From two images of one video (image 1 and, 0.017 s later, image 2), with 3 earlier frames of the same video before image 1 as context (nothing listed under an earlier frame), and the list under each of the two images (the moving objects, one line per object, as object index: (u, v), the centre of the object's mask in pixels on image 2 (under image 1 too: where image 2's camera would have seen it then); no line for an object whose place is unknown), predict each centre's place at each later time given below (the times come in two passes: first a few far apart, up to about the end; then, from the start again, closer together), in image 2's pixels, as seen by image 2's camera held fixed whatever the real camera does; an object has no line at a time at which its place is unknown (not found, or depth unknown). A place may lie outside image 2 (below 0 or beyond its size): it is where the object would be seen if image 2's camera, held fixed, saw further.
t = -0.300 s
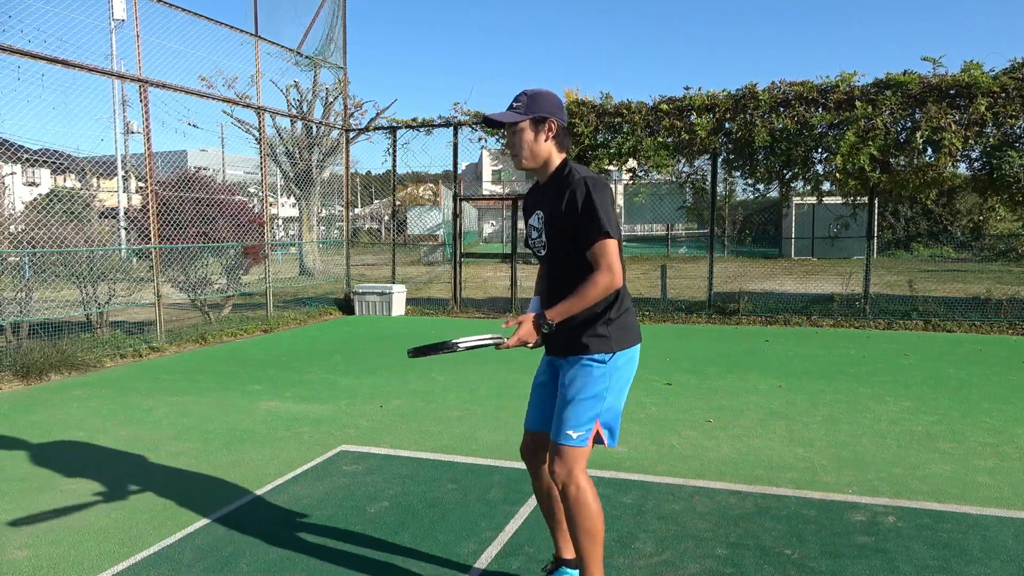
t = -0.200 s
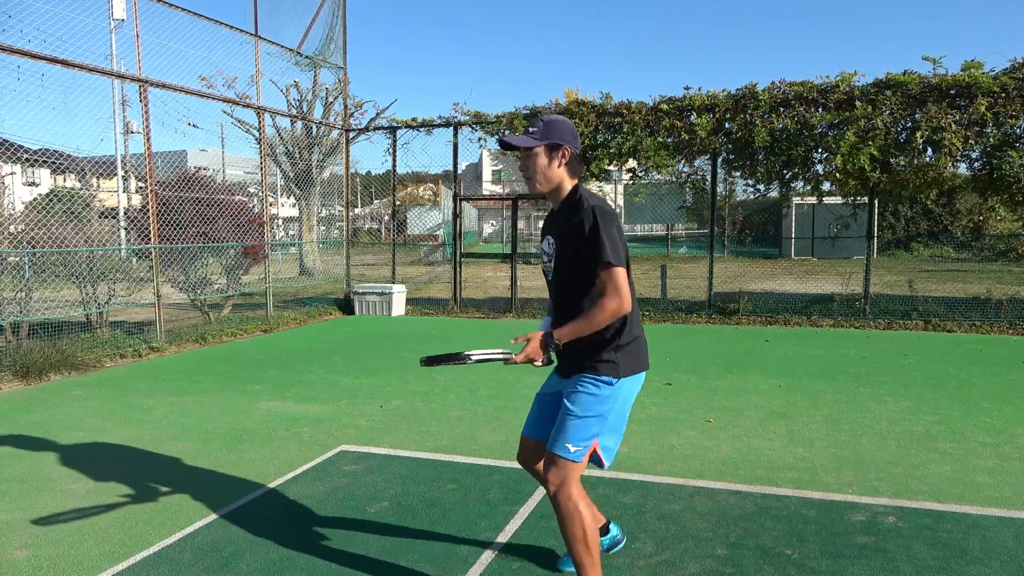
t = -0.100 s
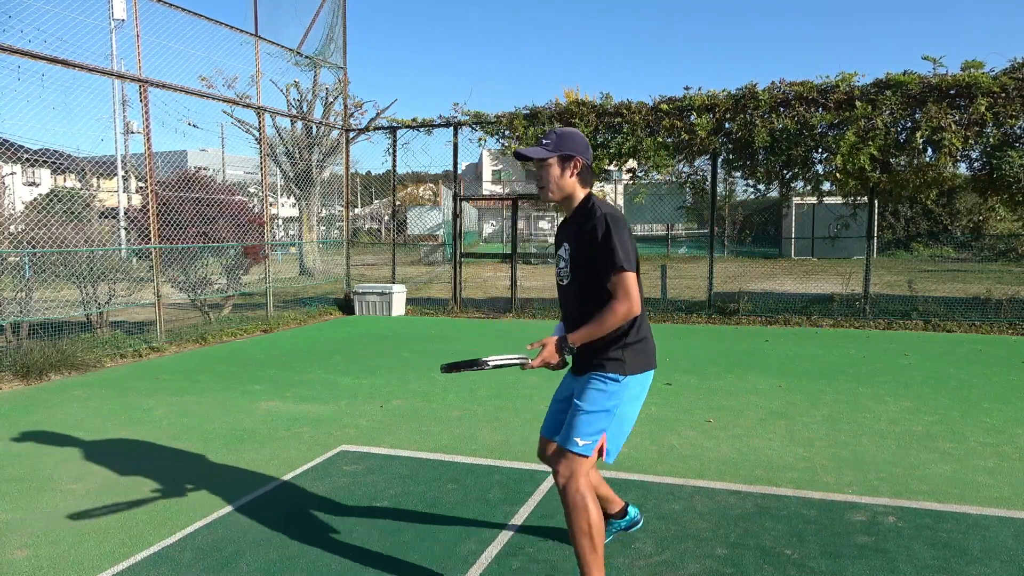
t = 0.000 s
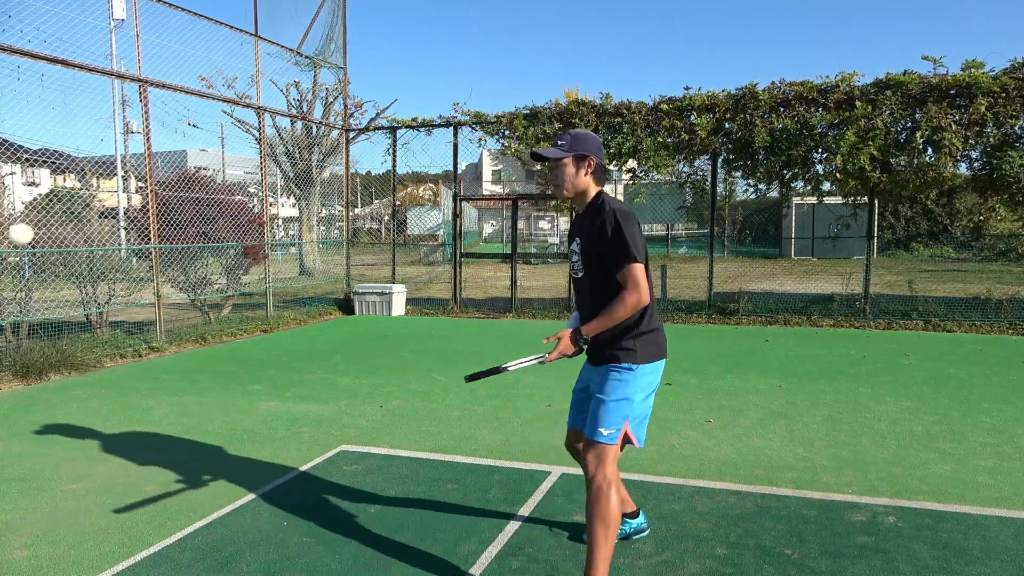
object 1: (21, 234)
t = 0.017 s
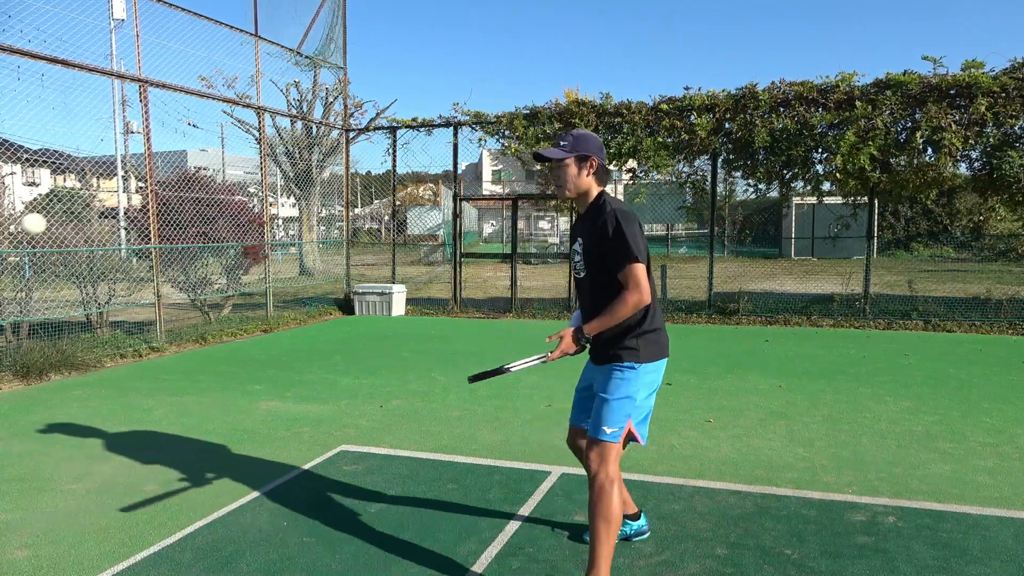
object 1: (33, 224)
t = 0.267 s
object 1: (205, 179)
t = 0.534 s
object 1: (348, 318)
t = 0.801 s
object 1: (451, 488)
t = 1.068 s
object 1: (505, 356)
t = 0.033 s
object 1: (46, 214)
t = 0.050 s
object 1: (59, 205)
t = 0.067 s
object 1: (71, 198)
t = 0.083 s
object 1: (82, 192)
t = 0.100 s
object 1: (95, 186)
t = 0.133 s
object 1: (119, 178)
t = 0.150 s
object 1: (129, 175)
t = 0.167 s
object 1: (140, 174)
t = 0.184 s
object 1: (152, 172)
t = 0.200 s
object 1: (163, 172)
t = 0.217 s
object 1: (173, 173)
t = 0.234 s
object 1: (184, 175)
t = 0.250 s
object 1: (195, 177)
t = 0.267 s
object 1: (205, 179)
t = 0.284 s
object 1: (215, 183)
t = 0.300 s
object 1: (225, 188)
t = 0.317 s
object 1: (235, 193)
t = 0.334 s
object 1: (244, 199)
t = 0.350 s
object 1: (253, 206)
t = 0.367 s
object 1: (263, 213)
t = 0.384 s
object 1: (273, 221)
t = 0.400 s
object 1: (281, 229)
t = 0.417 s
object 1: (290, 239)
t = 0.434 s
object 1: (299, 248)
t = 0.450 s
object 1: (307, 259)
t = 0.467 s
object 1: (316, 269)
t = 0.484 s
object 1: (324, 281)
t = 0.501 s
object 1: (333, 293)
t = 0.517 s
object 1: (341, 305)
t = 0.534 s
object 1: (348, 318)
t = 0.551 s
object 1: (356, 332)
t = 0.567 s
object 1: (364, 345)
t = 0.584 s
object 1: (371, 360)
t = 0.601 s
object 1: (379, 374)
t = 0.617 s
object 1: (386, 390)
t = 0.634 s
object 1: (393, 405)
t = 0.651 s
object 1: (400, 422)
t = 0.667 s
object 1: (408, 438)
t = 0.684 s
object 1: (414, 455)
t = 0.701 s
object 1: (421, 471)
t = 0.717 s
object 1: (428, 490)
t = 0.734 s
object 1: (435, 508)
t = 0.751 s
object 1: (440, 525)
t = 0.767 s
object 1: (444, 515)
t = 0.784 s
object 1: (448, 501)
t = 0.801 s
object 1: (451, 488)
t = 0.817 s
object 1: (455, 474)
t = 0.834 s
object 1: (458, 462)
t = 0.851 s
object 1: (461, 451)
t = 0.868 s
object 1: (465, 440)
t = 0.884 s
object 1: (468, 428)
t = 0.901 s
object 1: (471, 419)
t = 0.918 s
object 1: (475, 410)
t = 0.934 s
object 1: (478, 401)
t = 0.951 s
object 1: (481, 393)
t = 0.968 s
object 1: (485, 386)
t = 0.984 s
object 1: (488, 380)
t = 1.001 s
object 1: (492, 374)
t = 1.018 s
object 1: (495, 368)
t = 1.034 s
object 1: (499, 363)
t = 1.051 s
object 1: (502, 359)
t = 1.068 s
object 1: (505, 356)
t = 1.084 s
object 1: (508, 353)
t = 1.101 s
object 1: (512, 350)
